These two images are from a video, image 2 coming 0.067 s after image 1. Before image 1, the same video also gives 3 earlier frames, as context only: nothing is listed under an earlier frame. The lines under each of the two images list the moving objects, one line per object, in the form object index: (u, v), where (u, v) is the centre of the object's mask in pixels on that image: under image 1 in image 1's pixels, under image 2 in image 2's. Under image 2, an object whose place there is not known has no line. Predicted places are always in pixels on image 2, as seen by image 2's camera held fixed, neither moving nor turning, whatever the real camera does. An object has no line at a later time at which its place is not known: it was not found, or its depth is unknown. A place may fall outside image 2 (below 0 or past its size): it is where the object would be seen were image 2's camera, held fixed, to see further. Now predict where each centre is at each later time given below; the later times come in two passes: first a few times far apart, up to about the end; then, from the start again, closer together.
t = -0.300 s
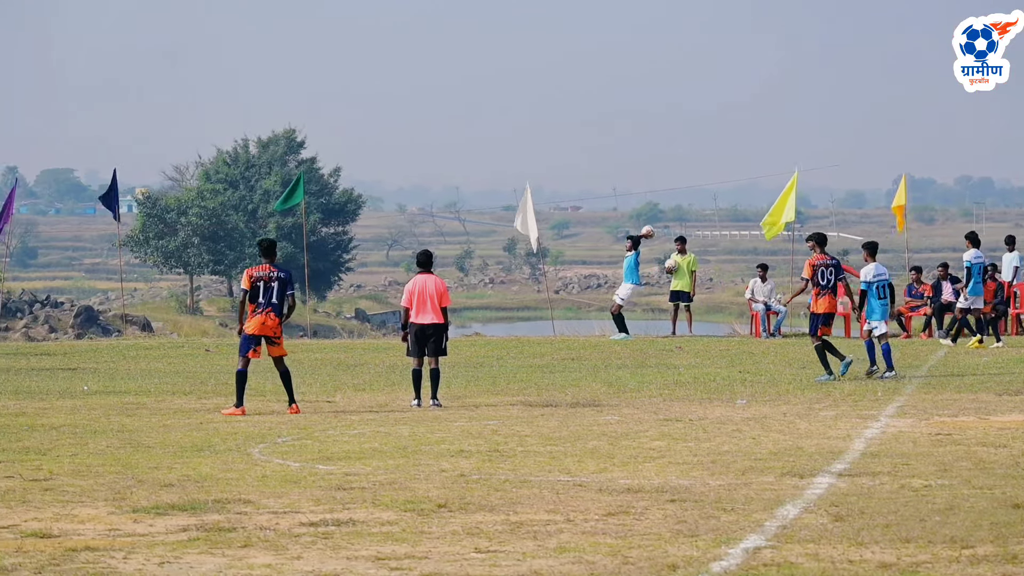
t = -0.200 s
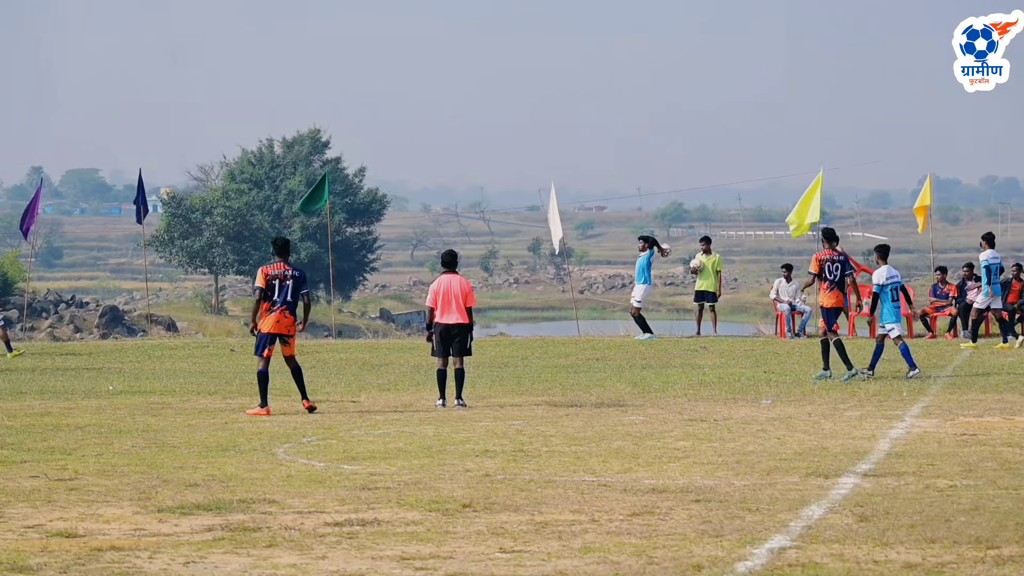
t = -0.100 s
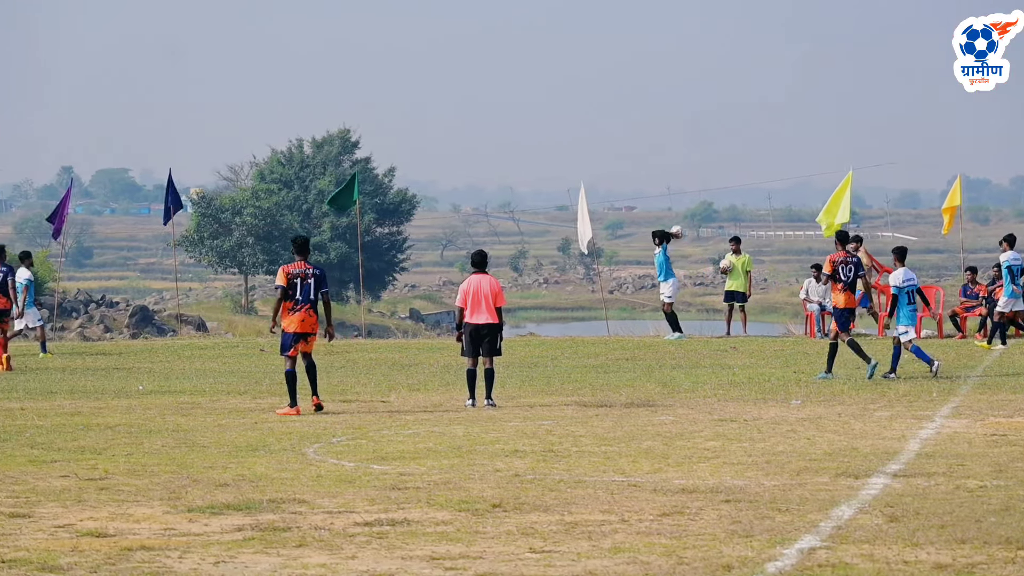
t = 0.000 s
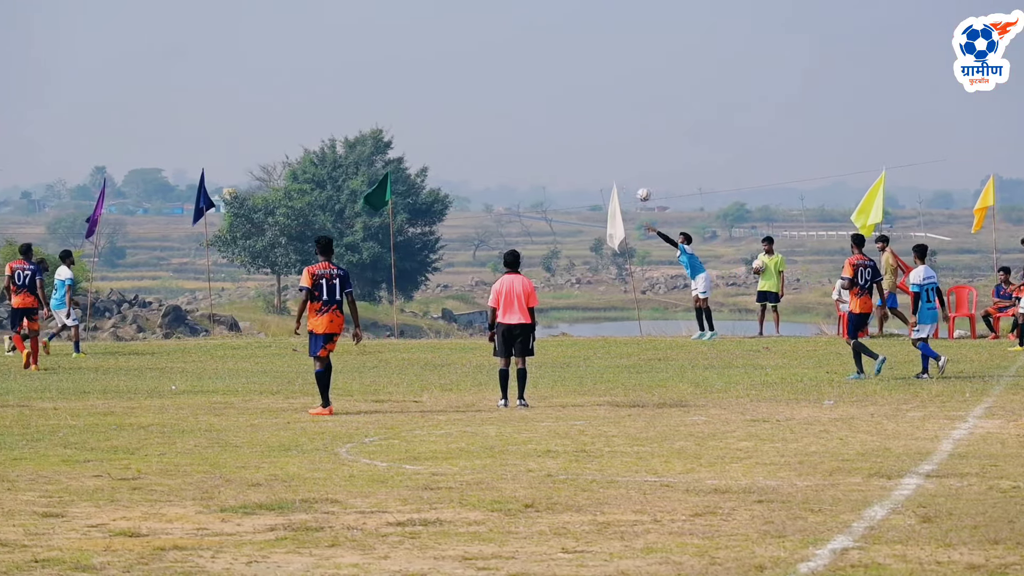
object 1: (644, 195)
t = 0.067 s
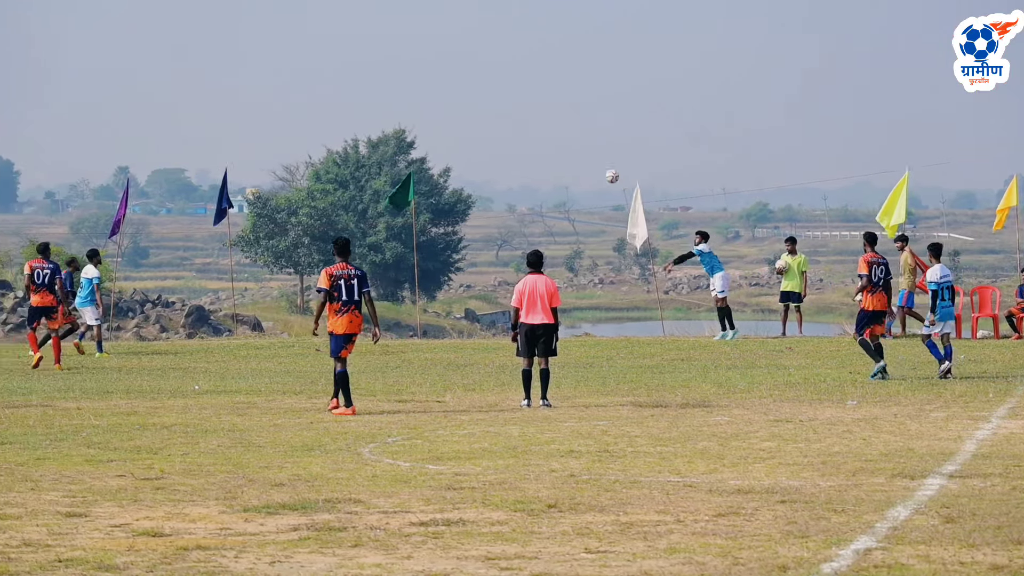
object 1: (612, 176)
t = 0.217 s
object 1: (489, 143)
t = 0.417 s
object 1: (323, 117)
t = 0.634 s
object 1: (137, 111)
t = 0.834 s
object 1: (-48, 132)
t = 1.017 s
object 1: (-232, 177)
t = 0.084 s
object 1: (598, 172)
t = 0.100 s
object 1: (585, 168)
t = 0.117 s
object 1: (571, 165)
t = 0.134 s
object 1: (557, 161)
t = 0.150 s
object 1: (543, 157)
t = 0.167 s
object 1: (530, 153)
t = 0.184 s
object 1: (516, 150)
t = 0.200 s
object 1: (502, 147)
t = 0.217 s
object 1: (489, 143)
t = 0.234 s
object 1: (475, 141)
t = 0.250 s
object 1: (461, 138)
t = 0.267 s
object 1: (447, 135)
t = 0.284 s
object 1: (433, 132)
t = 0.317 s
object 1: (406, 128)
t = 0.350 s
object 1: (379, 124)
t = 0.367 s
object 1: (364, 122)
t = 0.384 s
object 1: (350, 120)
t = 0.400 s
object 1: (337, 118)
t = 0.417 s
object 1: (323, 117)
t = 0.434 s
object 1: (309, 115)
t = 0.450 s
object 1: (295, 114)
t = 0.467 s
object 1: (281, 113)
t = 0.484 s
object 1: (267, 112)
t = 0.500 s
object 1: (253, 111)
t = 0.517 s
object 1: (238, 111)
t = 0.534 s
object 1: (224, 111)
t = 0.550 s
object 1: (210, 110)
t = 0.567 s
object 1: (196, 110)
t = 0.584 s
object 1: (181, 110)
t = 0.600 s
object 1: (167, 110)
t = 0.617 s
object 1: (152, 110)
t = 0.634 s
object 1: (137, 111)
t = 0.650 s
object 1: (123, 112)
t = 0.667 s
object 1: (108, 113)
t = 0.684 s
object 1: (92, 114)
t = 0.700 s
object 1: (77, 116)
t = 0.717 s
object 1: (62, 117)
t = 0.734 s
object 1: (46, 119)
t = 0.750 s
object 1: (30, 121)
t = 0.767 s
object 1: (16, 122)
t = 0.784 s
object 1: (0, 125)
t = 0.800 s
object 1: (-16, 127)
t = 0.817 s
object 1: (-32, 130)
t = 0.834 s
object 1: (-48, 132)
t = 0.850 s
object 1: (-64, 135)
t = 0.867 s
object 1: (-79, 139)
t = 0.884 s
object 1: (-96, 143)
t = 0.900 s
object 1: (-112, 146)
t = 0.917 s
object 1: (-129, 150)
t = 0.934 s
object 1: (-145, 154)
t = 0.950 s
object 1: (-162, 159)
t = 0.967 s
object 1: (-180, 163)
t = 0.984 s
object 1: (-198, 167)
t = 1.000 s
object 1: (-214, 172)
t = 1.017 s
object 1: (-232, 177)
